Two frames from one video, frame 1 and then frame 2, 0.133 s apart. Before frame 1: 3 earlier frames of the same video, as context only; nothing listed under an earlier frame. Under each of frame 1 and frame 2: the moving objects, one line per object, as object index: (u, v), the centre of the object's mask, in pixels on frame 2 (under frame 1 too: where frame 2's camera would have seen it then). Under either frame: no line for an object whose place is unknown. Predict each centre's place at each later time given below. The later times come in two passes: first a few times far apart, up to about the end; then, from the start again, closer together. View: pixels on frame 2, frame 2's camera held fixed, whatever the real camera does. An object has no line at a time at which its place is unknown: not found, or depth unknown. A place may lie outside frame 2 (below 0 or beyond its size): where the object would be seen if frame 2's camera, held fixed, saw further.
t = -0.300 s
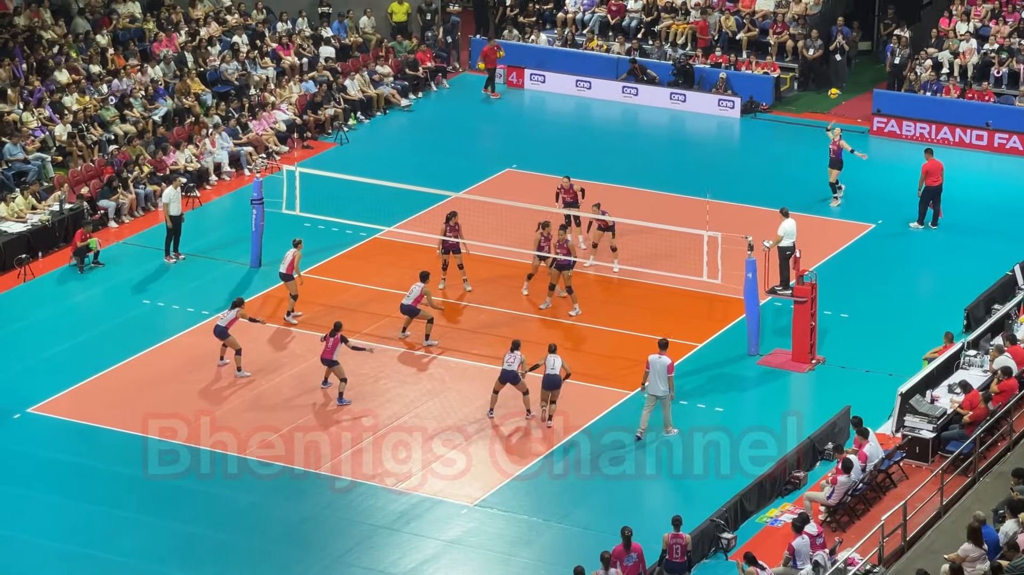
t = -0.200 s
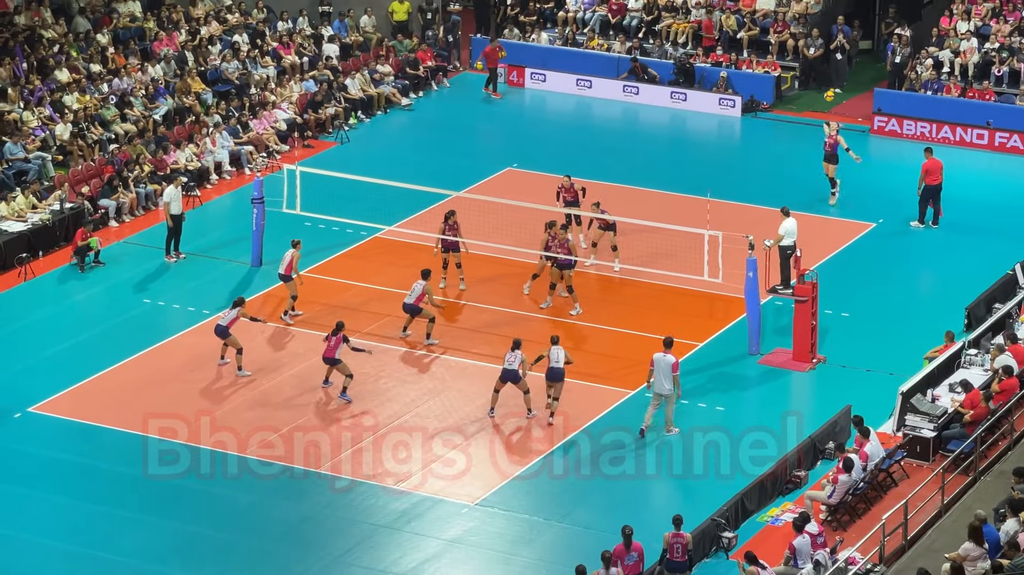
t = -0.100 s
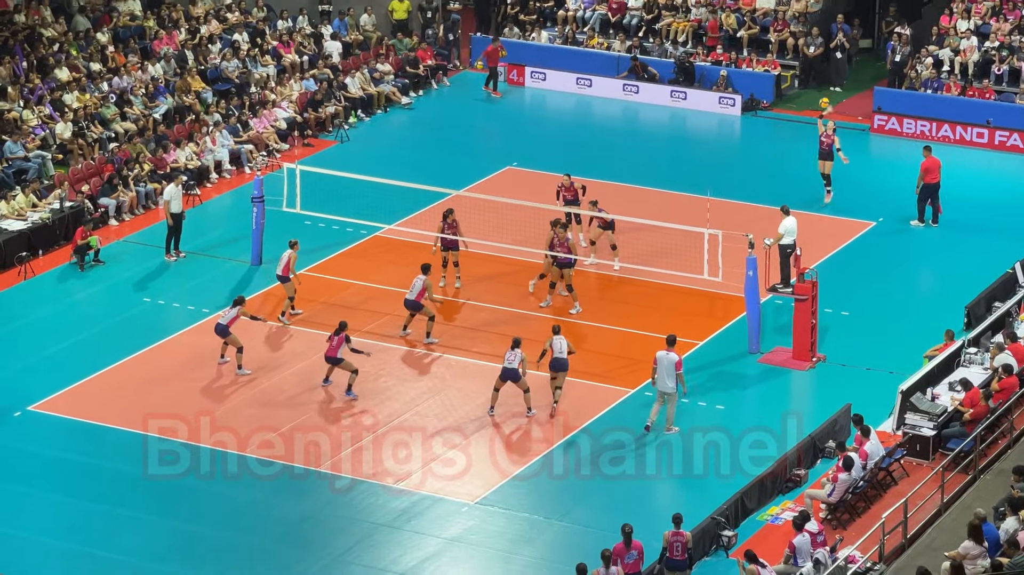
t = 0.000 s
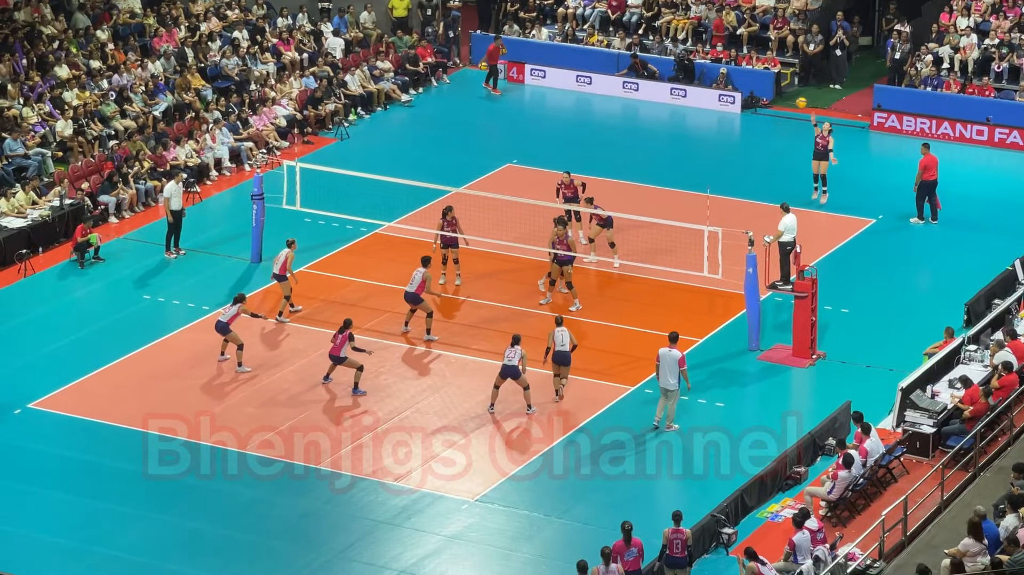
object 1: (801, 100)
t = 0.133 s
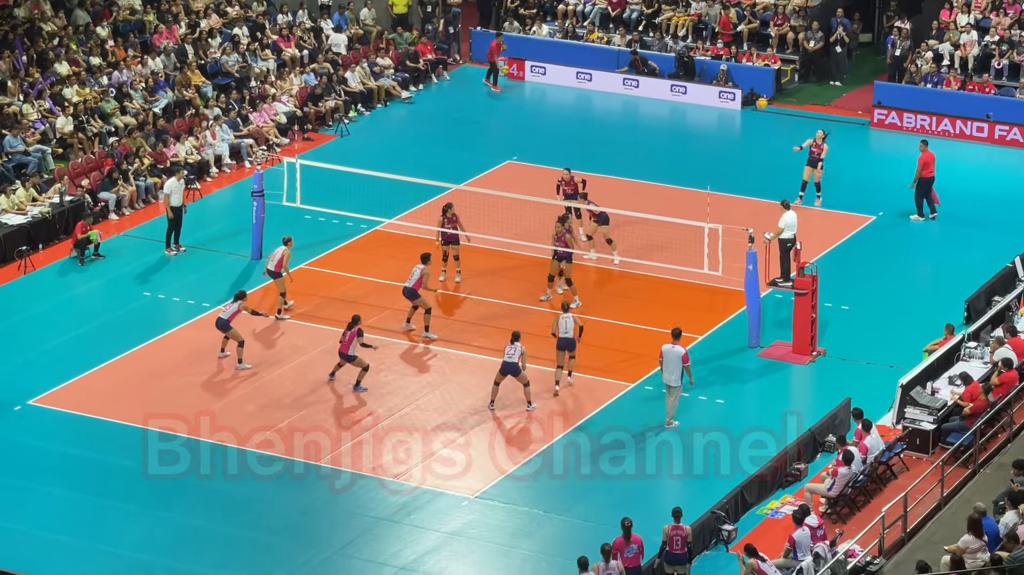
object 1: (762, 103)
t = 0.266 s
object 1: (719, 116)
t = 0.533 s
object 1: (634, 173)
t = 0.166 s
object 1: (751, 106)
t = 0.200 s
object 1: (741, 108)
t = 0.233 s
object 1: (729, 112)
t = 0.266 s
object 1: (719, 116)
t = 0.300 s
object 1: (708, 121)
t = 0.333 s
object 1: (697, 127)
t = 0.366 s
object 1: (687, 132)
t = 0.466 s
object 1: (655, 155)
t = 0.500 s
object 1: (645, 163)
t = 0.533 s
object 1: (634, 173)
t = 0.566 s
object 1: (624, 183)
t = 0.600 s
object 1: (613, 193)
